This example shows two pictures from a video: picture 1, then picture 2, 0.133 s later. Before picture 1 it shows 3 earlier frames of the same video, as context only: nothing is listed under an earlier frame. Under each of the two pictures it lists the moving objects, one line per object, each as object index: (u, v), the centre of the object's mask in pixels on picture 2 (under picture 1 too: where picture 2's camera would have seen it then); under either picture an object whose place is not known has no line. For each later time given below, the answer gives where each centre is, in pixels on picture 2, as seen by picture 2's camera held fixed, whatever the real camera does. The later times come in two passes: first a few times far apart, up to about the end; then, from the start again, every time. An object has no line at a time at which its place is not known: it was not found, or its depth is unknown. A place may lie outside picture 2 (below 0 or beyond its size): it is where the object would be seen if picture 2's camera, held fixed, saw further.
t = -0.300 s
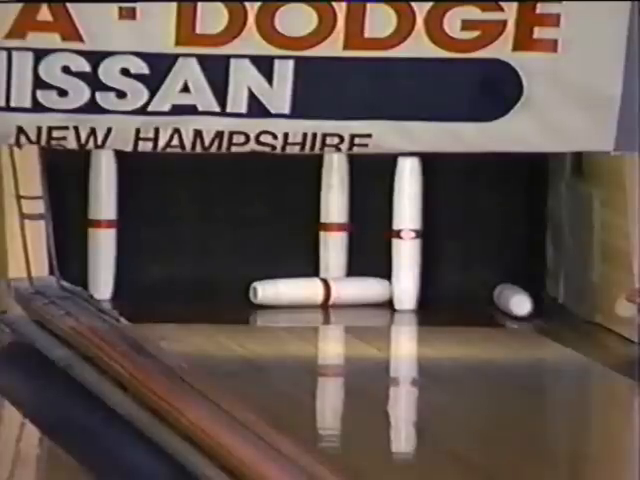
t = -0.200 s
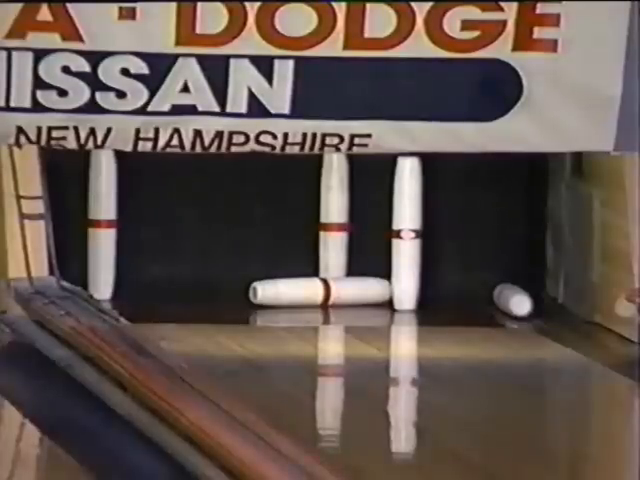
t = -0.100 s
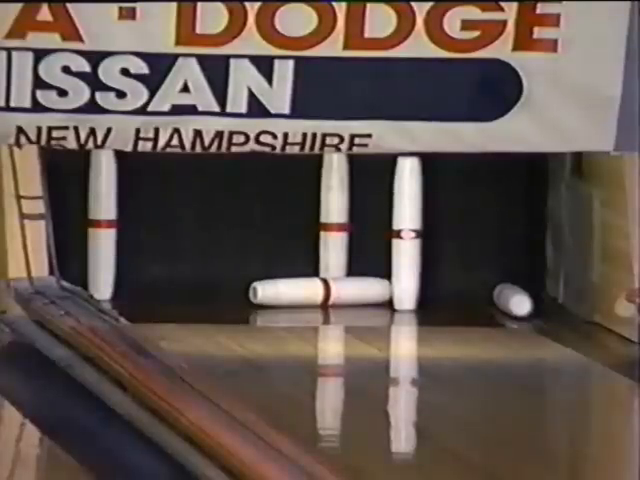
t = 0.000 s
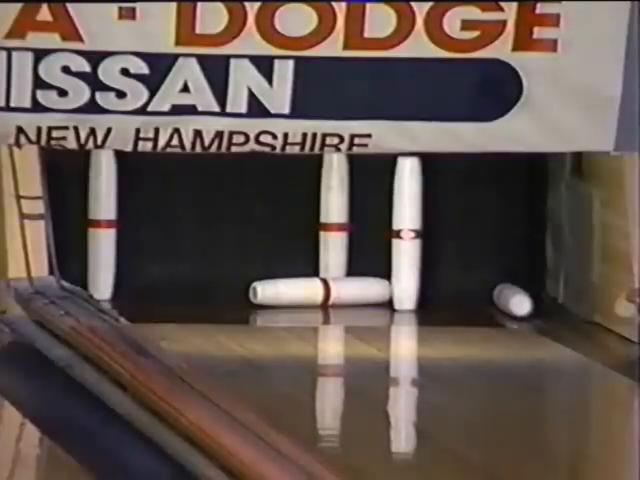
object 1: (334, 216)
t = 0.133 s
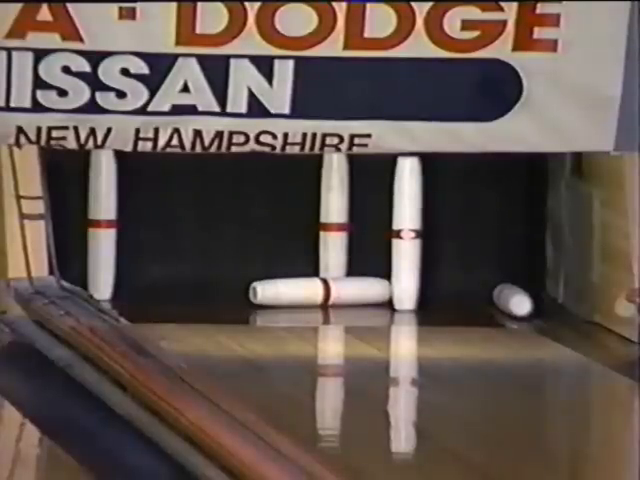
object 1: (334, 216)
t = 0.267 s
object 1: (334, 216)
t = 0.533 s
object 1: (334, 216)
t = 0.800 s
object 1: (334, 216)
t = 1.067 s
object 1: (267, 233)
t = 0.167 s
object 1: (334, 216)
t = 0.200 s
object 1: (334, 216)
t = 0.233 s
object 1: (334, 216)
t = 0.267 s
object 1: (334, 216)
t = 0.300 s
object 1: (334, 216)
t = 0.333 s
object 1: (334, 216)
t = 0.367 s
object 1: (334, 216)
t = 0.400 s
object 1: (334, 216)
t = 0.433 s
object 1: (334, 216)
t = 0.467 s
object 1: (334, 216)
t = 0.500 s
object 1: (334, 216)
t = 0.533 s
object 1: (334, 216)
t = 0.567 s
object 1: (334, 216)
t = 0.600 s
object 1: (334, 216)
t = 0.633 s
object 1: (334, 216)
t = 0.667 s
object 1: (334, 216)
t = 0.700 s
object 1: (334, 216)
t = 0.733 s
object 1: (334, 216)
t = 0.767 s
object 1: (334, 216)
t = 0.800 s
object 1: (334, 216)
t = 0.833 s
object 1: (333, 216)
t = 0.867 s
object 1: (331, 217)
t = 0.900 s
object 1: (336, 199)
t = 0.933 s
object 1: (337, 207)
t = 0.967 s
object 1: (300, 225)
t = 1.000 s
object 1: (272, 230)
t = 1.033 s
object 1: (273, 235)
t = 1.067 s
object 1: (267, 233)
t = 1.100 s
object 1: (256, 234)
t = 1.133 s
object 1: (246, 239)
